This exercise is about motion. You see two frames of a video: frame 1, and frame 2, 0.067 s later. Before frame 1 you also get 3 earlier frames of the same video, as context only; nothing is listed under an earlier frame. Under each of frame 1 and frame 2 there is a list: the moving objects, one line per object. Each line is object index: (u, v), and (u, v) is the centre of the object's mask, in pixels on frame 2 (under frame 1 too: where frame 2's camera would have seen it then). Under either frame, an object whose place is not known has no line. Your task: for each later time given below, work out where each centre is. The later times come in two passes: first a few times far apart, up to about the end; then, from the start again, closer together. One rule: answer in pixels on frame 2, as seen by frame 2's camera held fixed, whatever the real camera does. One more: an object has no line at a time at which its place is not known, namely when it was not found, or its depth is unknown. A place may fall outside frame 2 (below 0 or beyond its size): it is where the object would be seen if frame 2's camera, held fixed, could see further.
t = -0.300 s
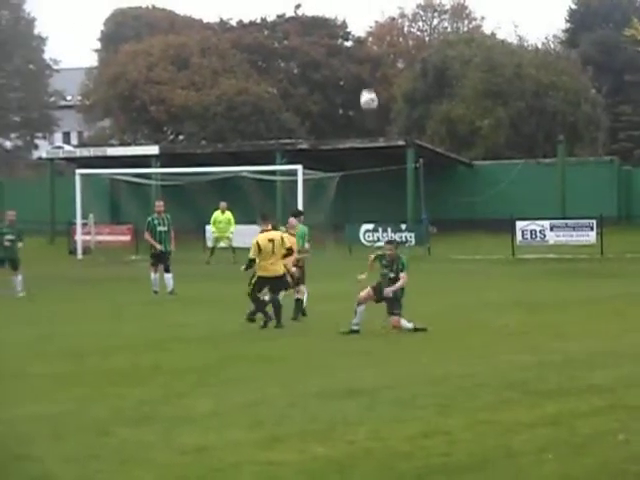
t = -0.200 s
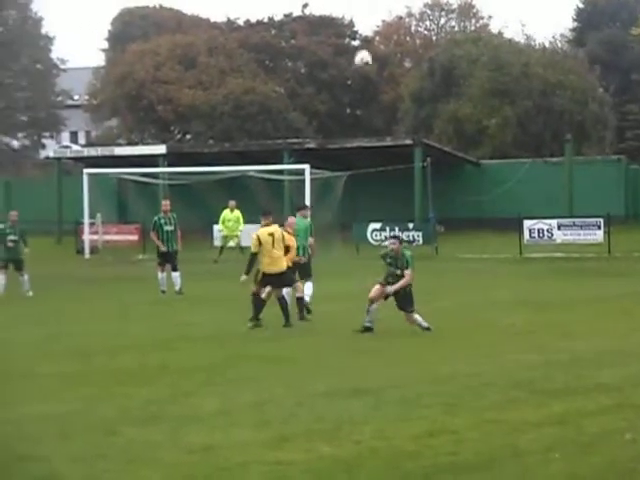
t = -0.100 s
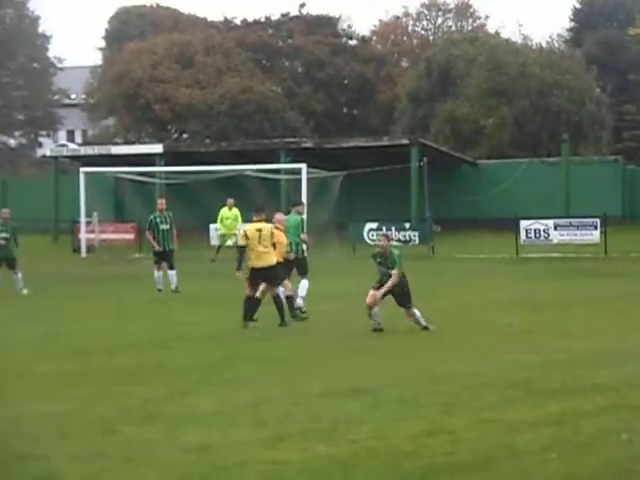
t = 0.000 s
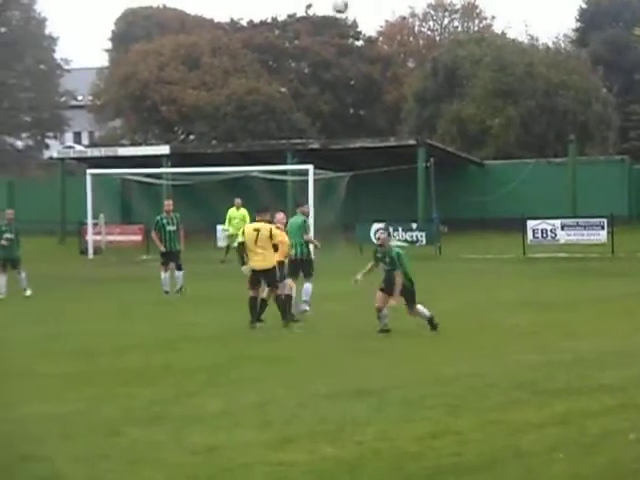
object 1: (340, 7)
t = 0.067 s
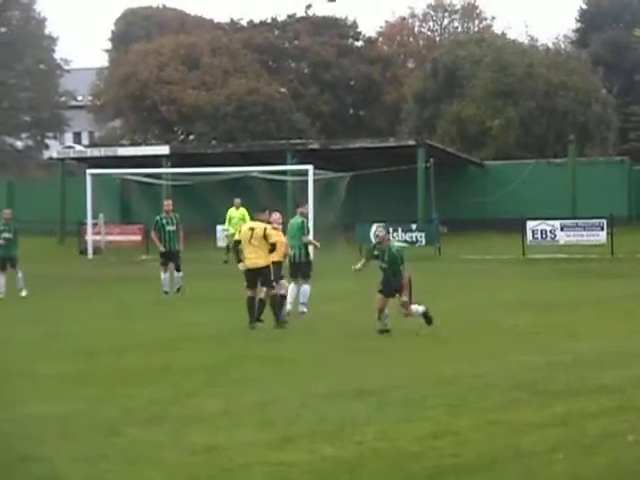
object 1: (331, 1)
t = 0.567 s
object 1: (265, 19)
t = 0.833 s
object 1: (225, 112)
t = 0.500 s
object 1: (274, 5)
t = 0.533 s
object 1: (270, 12)
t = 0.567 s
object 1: (265, 19)
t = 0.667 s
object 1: (250, 44)
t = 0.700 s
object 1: (245, 55)
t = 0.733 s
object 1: (240, 68)
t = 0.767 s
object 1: (235, 81)
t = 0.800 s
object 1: (230, 97)
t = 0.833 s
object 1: (225, 112)
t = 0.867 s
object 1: (220, 128)
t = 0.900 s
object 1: (215, 144)
